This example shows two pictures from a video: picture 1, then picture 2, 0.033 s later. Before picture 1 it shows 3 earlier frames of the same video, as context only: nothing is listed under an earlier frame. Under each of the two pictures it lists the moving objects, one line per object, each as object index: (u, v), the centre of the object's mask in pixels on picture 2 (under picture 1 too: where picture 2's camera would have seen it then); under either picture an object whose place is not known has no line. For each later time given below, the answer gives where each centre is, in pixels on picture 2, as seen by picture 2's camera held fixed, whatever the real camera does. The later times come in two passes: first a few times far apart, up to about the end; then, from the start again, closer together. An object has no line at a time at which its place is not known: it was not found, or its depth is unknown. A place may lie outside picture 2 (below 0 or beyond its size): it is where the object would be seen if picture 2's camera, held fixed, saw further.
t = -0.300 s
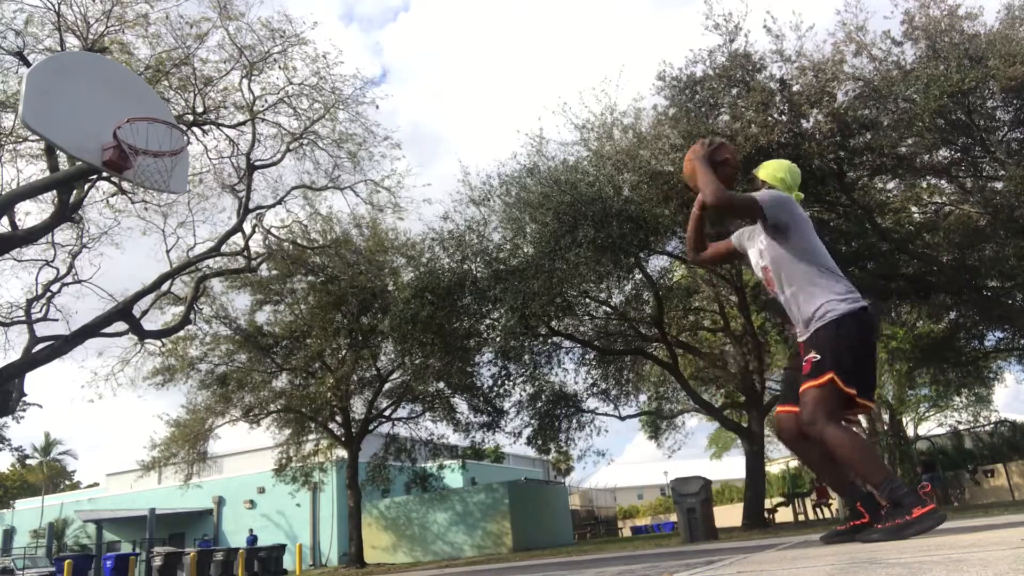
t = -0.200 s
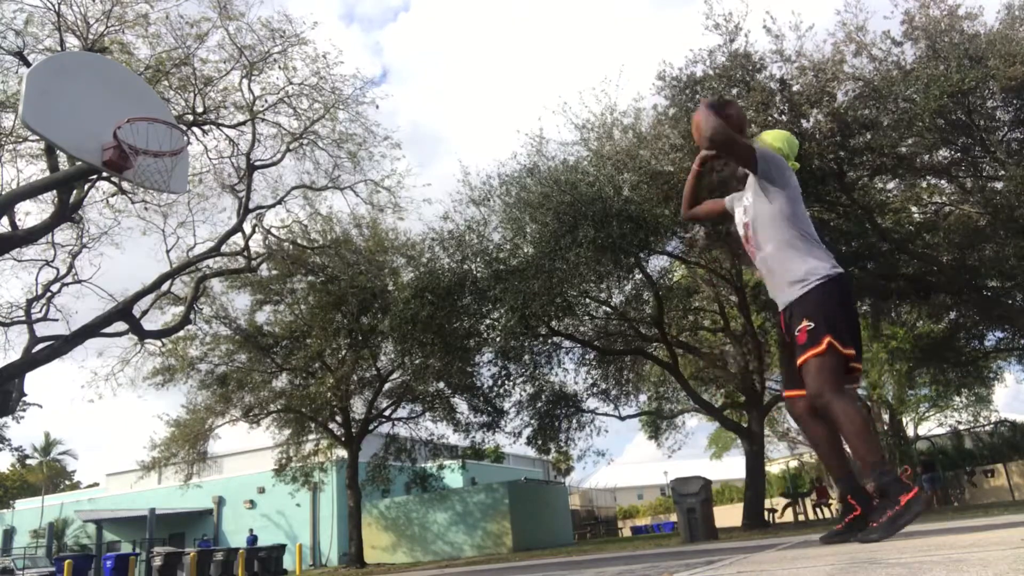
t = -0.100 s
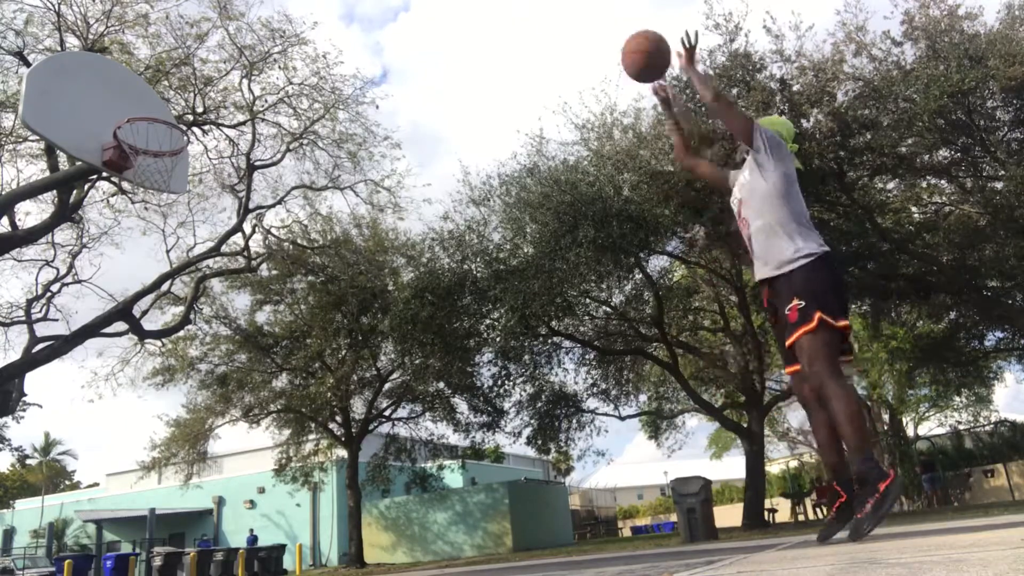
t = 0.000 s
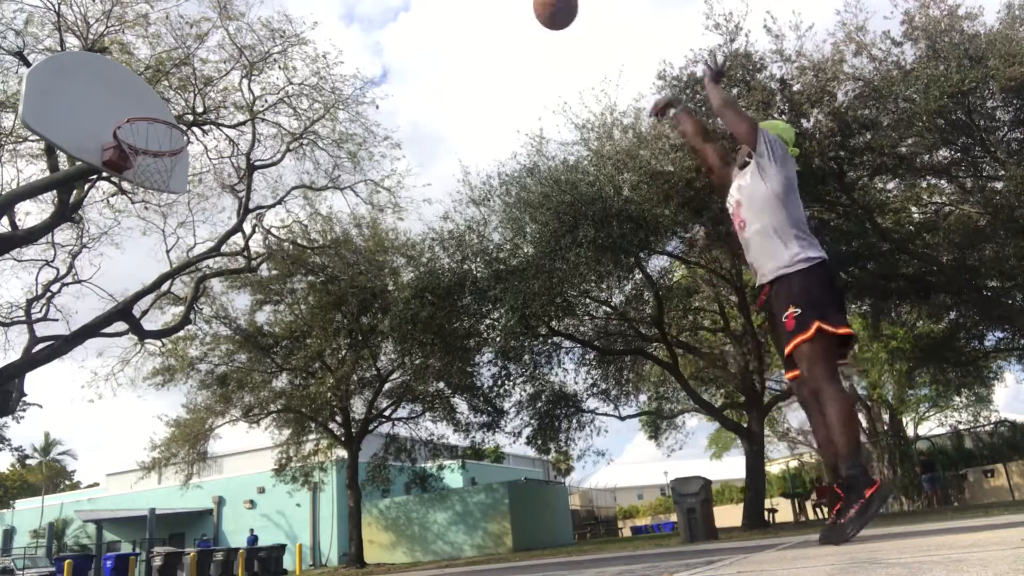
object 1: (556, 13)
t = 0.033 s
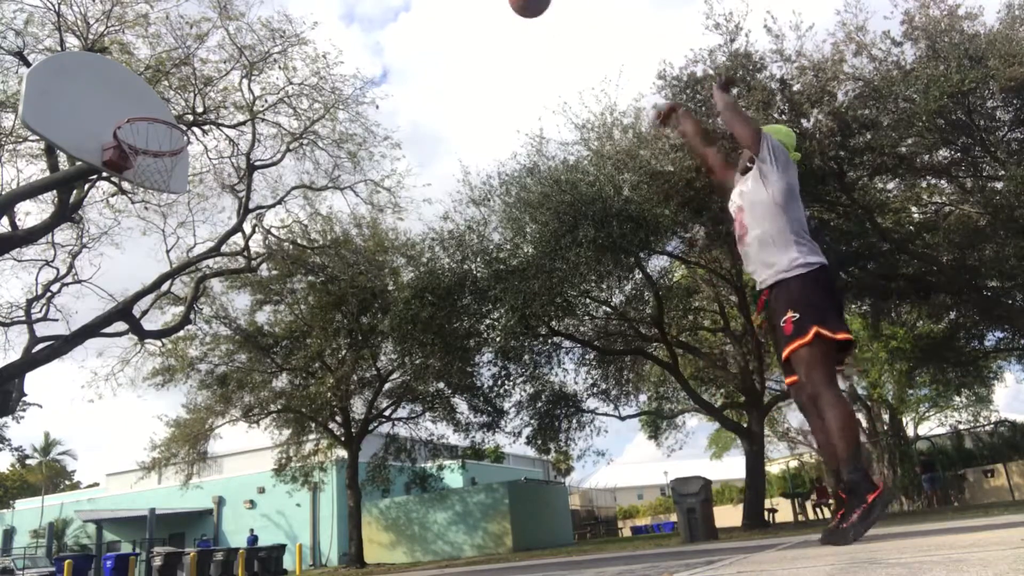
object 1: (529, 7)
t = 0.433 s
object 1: (297, 5)
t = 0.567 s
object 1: (237, 32)
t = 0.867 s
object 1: (158, 135)
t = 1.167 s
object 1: (137, 183)
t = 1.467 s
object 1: (137, 284)
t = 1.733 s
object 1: (133, 488)
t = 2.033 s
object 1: (147, 420)
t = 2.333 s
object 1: (165, 324)
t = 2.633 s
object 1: (176, 368)
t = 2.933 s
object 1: (187, 558)
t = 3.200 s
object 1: (207, 448)
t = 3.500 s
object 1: (231, 429)
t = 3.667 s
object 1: (243, 481)
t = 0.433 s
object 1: (297, 5)
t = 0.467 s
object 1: (282, 8)
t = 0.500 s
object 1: (266, 13)
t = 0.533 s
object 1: (251, 20)
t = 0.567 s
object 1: (237, 32)
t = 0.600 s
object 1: (223, 44)
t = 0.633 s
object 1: (210, 58)
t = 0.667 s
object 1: (196, 73)
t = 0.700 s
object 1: (182, 89)
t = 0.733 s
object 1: (169, 105)
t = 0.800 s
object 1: (144, 140)
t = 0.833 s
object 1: (150, 138)
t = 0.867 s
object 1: (158, 135)
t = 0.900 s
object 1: (154, 143)
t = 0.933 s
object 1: (151, 155)
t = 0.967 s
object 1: (149, 173)
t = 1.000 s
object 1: (145, 177)
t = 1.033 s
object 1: (139, 176)
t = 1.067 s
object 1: (136, 173)
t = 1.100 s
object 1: (136, 174)
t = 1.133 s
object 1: (136, 178)
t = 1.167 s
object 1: (137, 183)
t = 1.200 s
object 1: (137, 187)
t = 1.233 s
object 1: (138, 194)
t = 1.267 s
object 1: (138, 203)
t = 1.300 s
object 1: (139, 213)
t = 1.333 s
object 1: (139, 224)
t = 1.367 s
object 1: (139, 236)
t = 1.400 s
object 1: (138, 251)
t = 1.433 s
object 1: (138, 266)
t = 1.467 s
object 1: (137, 284)
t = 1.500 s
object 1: (138, 302)
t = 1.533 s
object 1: (137, 324)
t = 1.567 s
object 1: (137, 346)
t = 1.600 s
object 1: (136, 370)
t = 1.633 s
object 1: (136, 396)
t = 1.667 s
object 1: (135, 425)
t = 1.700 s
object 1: (134, 456)
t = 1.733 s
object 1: (133, 488)
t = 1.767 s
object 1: (132, 524)
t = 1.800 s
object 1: (130, 560)
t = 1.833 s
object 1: (132, 567)
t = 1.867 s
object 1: (133, 547)
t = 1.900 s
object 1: (138, 515)
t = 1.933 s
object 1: (140, 487)
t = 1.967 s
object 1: (142, 463)
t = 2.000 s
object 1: (145, 440)
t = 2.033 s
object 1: (147, 420)
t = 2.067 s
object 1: (150, 401)
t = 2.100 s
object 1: (152, 385)
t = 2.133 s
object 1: (154, 371)
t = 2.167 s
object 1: (156, 359)
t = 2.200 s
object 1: (158, 349)
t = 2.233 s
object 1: (160, 340)
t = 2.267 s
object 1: (161, 333)
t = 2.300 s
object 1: (163, 328)
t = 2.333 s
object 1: (165, 324)
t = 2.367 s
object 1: (167, 323)
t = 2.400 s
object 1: (168, 322)
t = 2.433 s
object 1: (169, 323)
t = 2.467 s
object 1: (171, 327)
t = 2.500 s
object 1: (172, 331)
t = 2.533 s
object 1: (174, 339)
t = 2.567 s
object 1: (174, 347)
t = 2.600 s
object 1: (176, 357)
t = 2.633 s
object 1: (176, 368)
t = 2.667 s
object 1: (178, 382)
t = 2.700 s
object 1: (179, 397)
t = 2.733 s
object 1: (180, 414)
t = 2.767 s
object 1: (181, 434)
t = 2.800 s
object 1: (181, 454)
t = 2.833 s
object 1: (182, 477)
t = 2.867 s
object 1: (183, 502)
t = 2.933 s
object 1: (187, 558)
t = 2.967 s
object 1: (185, 566)
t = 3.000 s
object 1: (189, 552)
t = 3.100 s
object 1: (198, 489)
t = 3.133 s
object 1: (201, 473)
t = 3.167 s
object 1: (203, 458)
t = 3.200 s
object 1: (207, 448)
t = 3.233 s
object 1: (209, 438)
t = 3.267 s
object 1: (212, 430)
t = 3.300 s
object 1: (215, 425)
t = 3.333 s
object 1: (218, 421)
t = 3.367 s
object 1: (220, 420)
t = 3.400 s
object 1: (223, 419)
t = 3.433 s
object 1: (225, 420)
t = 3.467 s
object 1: (227, 424)
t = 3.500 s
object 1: (231, 429)
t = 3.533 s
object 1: (234, 436)
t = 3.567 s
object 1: (236, 444)
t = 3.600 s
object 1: (238, 455)
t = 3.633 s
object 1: (241, 467)
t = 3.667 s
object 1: (243, 481)
